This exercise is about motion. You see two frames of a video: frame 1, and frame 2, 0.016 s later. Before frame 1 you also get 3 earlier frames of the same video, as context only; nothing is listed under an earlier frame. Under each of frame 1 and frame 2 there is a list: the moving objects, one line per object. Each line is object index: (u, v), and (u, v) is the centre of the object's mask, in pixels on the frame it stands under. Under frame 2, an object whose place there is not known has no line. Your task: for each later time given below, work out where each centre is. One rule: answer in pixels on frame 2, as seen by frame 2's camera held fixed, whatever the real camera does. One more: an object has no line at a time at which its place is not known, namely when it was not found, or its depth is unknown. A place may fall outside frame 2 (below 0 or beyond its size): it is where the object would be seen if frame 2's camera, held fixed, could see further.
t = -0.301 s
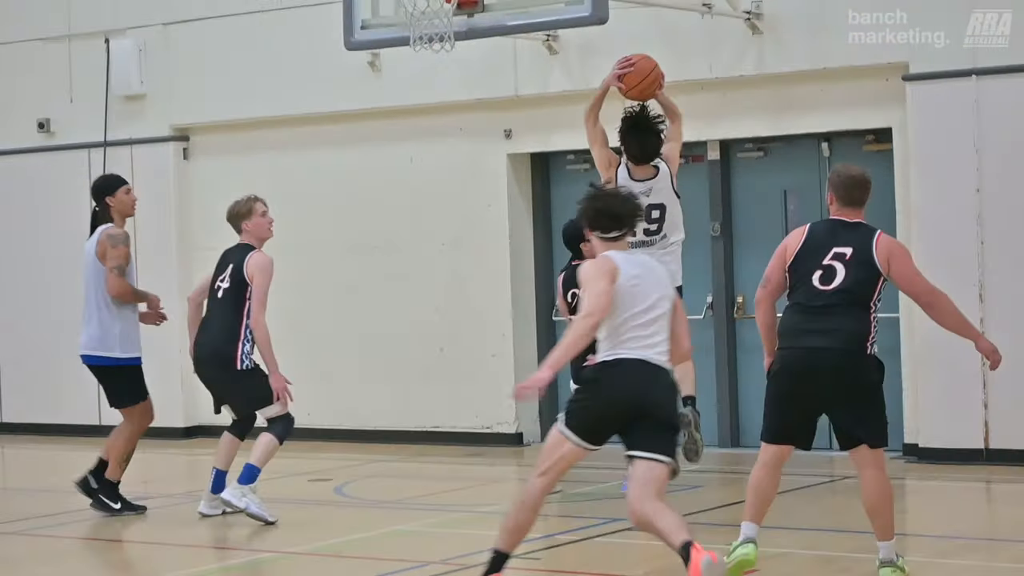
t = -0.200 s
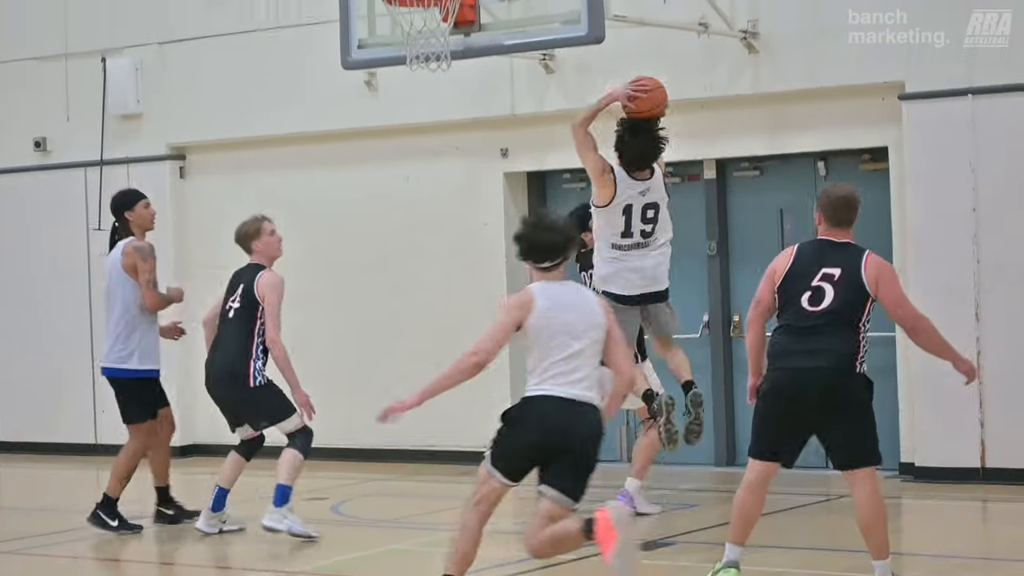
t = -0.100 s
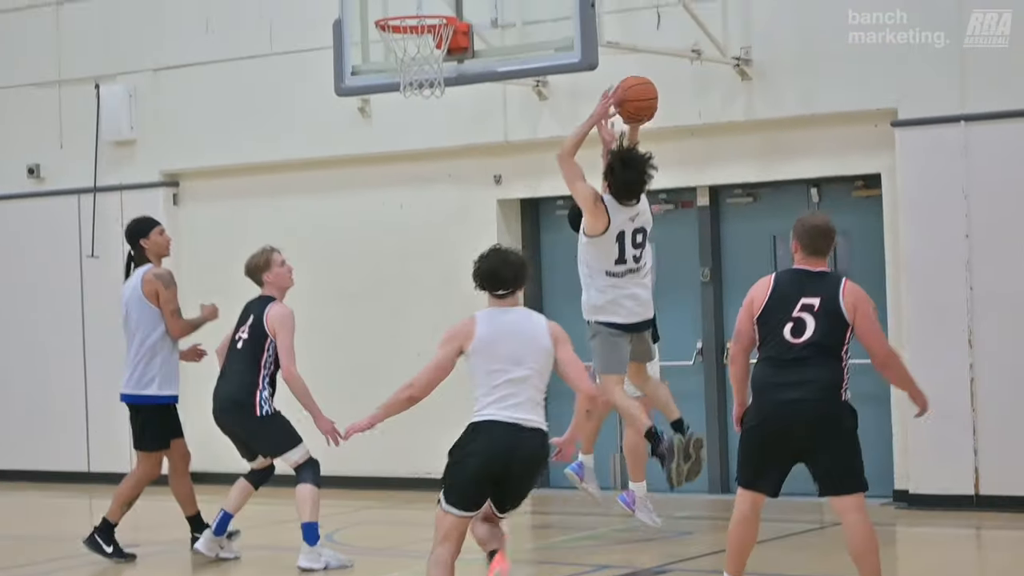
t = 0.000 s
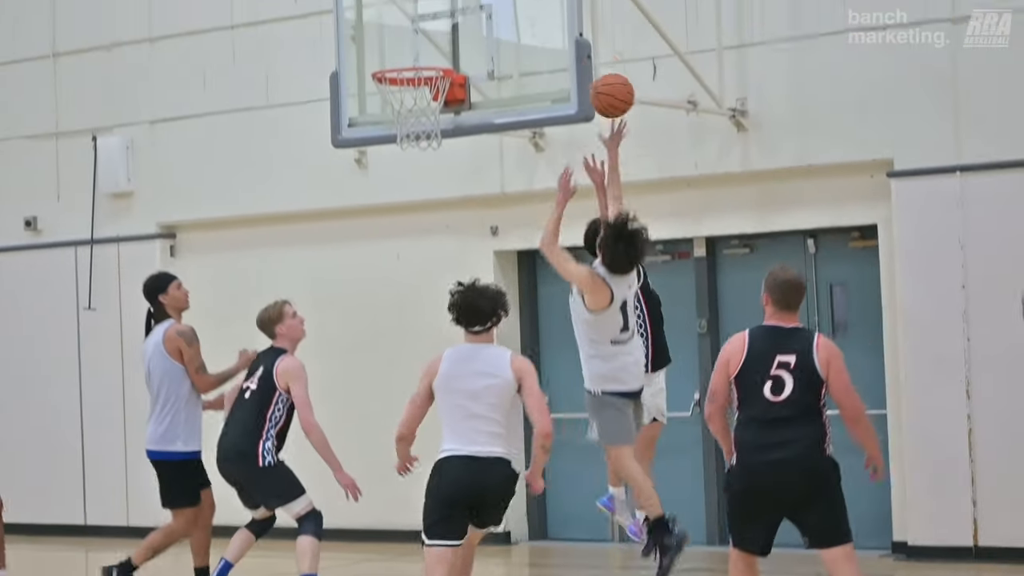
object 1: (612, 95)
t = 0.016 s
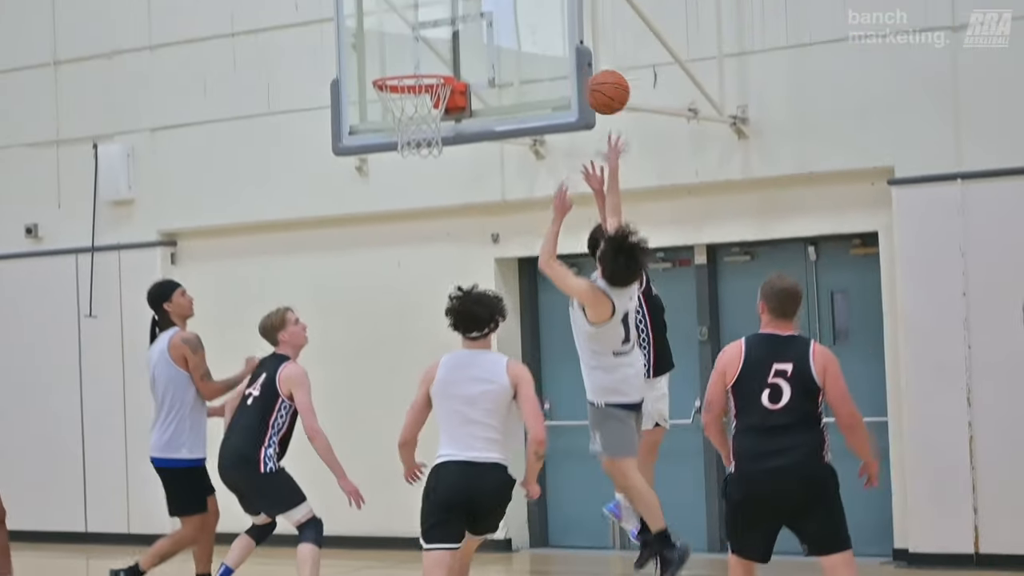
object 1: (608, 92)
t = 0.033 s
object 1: (601, 81)
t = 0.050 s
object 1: (596, 71)
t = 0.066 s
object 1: (591, 60)
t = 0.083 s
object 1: (585, 51)
